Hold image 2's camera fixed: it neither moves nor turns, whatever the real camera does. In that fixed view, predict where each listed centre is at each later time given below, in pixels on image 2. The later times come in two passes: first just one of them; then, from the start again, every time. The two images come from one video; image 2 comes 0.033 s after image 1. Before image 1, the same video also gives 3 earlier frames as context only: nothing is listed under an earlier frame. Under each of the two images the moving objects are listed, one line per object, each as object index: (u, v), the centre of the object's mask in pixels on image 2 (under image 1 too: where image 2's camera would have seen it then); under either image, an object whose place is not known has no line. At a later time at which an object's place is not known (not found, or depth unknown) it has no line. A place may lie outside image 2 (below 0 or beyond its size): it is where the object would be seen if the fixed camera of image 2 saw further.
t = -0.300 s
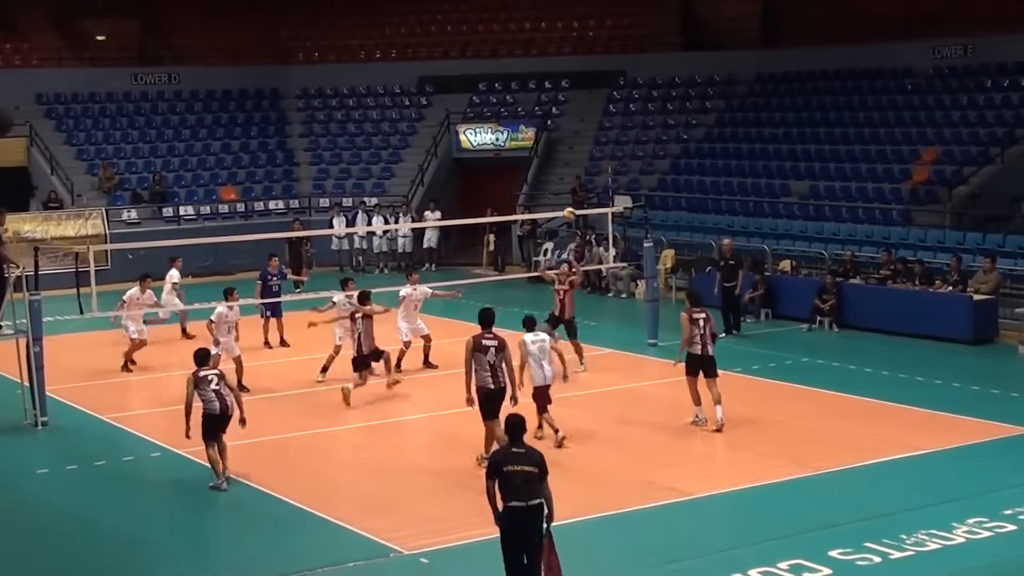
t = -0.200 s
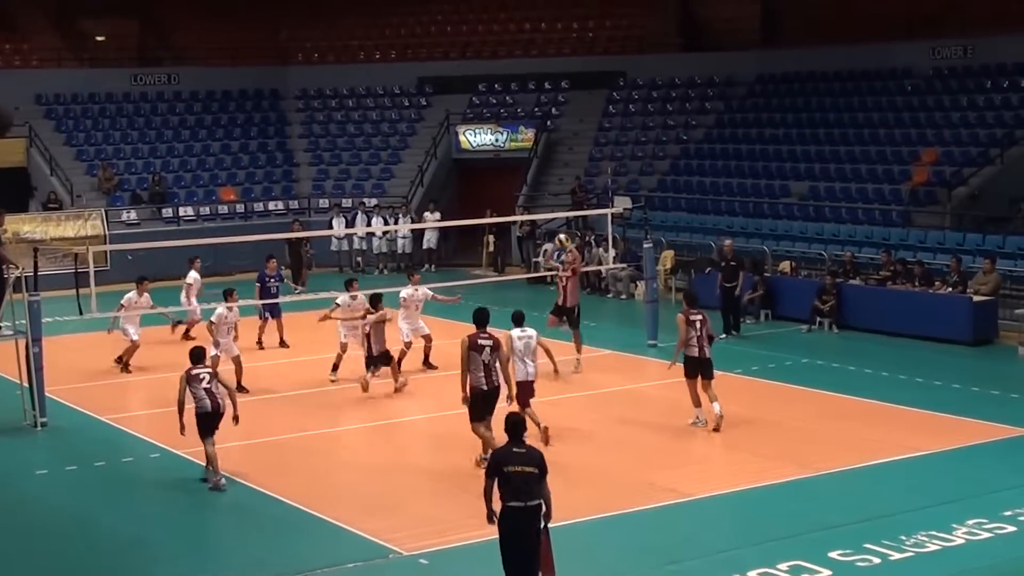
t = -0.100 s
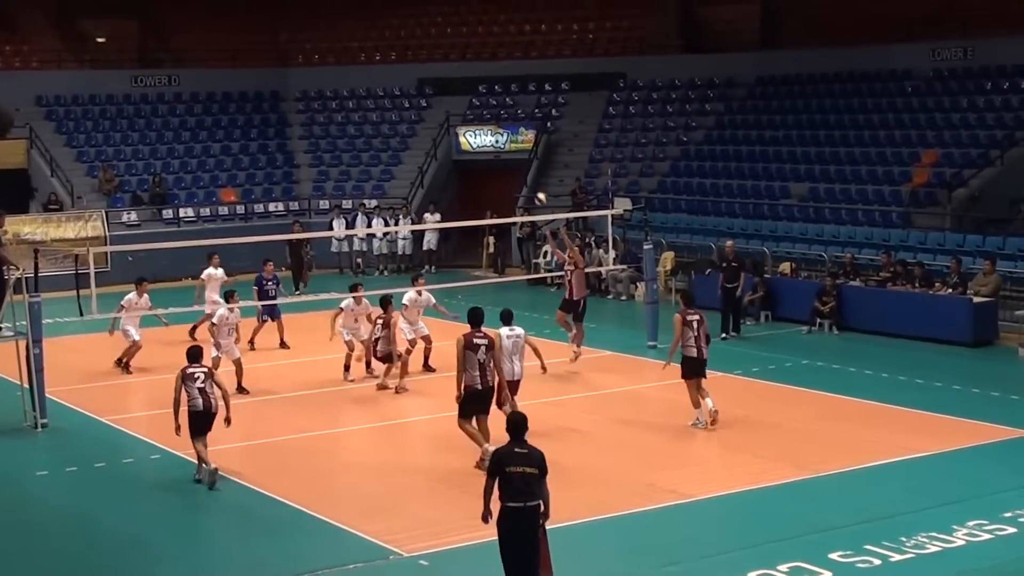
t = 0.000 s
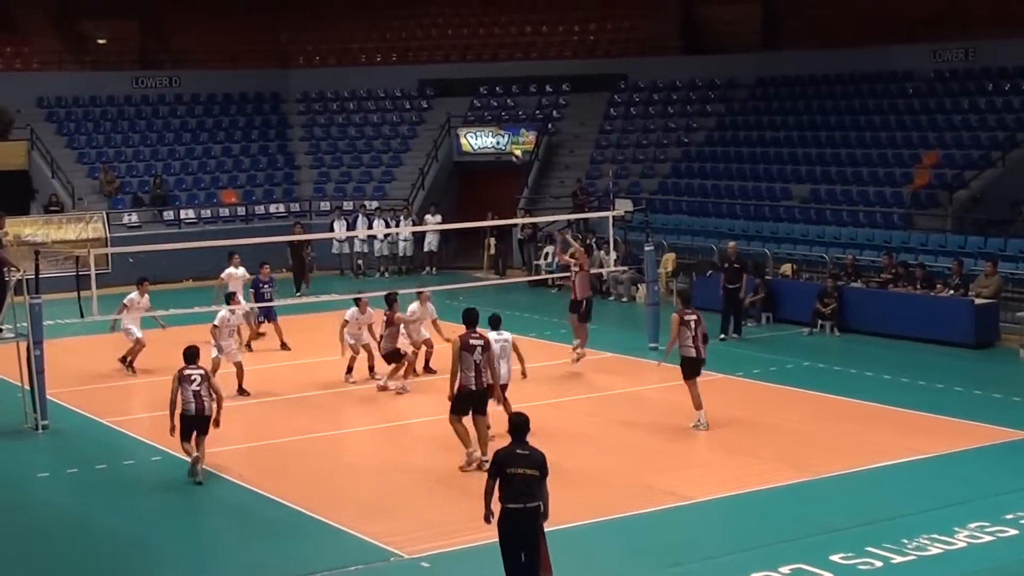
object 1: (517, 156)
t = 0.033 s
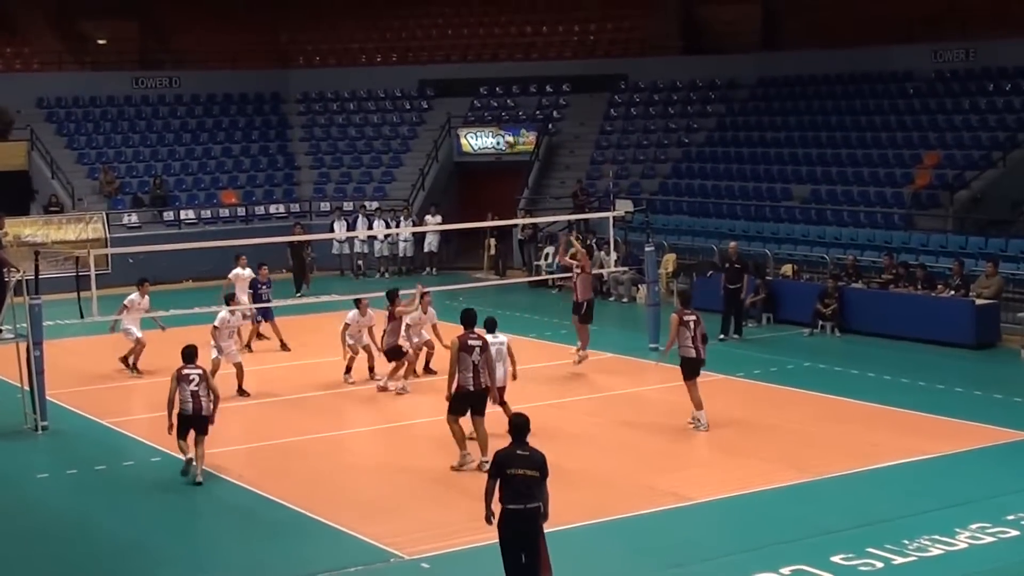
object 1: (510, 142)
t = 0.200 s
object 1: (472, 84)
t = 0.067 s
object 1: (502, 127)
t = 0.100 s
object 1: (495, 118)
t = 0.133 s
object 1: (486, 103)
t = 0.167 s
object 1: (479, 95)
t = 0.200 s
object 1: (472, 84)
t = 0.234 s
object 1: (465, 76)
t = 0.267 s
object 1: (455, 66)
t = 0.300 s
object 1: (448, 57)
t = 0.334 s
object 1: (440, 50)
